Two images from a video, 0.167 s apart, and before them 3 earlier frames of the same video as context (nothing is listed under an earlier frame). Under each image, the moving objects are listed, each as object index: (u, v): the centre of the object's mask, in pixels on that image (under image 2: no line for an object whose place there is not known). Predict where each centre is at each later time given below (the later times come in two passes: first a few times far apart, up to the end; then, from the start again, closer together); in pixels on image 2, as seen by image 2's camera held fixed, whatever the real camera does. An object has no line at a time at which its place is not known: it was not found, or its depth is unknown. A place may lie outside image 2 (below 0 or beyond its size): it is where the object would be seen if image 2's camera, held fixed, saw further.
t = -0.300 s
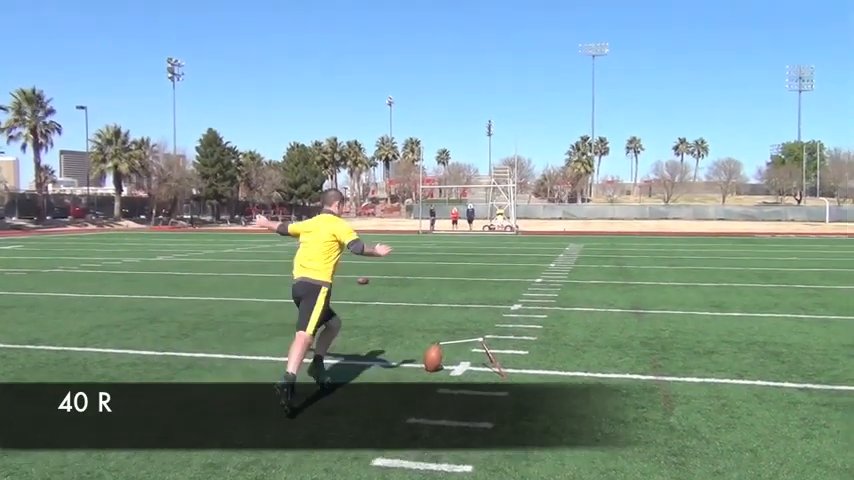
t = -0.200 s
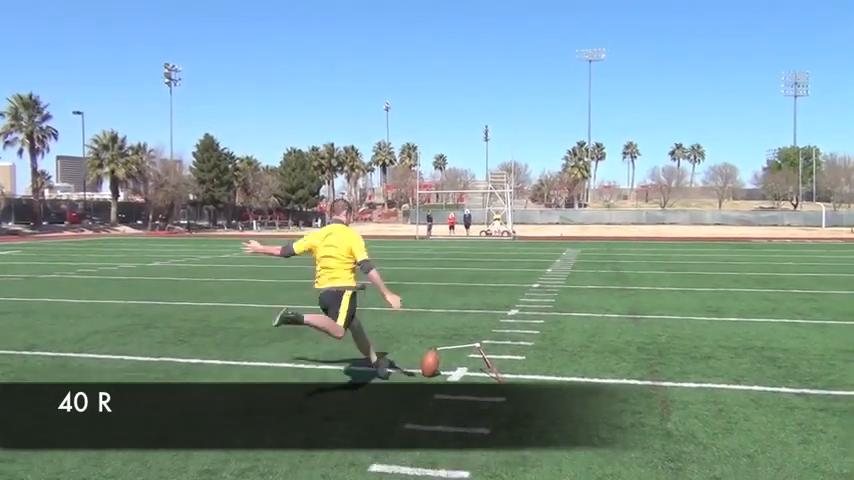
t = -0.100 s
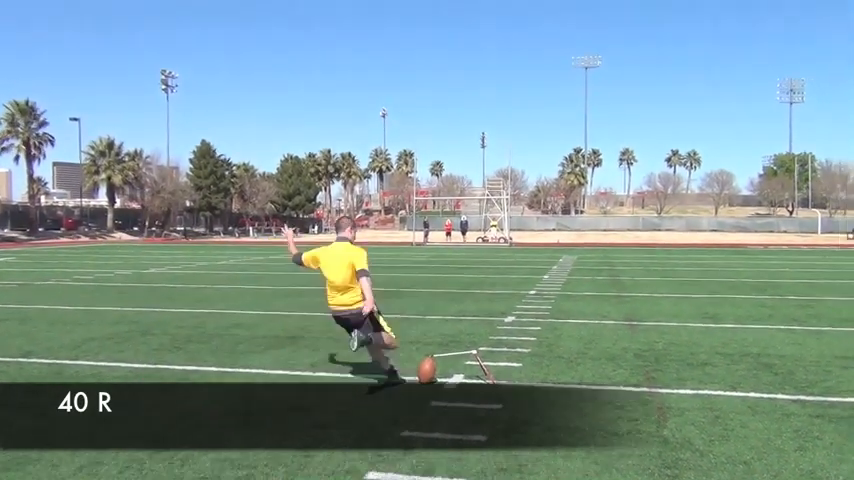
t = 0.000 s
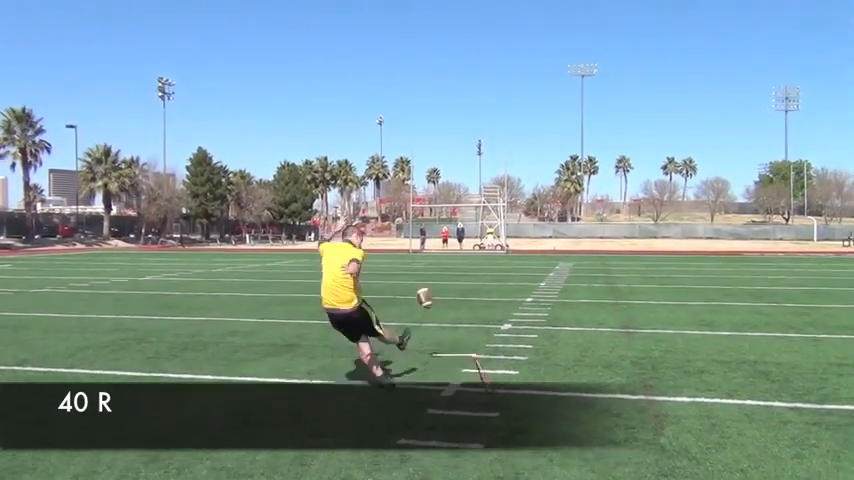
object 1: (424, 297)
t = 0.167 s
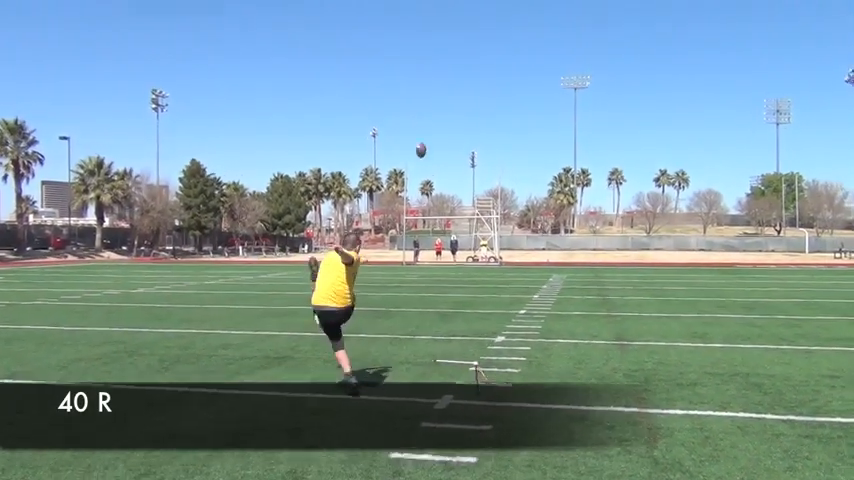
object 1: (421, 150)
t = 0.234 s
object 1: (423, 114)
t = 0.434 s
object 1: (431, 47)
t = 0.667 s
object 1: (437, 8)
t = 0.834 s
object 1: (436, -6)
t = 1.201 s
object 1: (427, -12)
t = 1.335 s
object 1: (424, -9)
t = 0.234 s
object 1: (423, 114)
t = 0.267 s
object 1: (424, 99)
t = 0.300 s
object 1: (425, 87)
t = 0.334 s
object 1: (427, 75)
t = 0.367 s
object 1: (428, 65)
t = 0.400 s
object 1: (430, 55)
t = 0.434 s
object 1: (431, 47)
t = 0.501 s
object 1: (434, 32)
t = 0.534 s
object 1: (435, 27)
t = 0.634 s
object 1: (436, 12)
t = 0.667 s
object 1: (437, 8)
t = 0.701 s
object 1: (437, 4)
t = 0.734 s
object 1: (437, 1)
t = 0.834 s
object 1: (436, -6)
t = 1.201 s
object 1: (427, -12)
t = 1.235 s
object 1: (426, -11)
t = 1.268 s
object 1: (425, -11)
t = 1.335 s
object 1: (424, -9)
